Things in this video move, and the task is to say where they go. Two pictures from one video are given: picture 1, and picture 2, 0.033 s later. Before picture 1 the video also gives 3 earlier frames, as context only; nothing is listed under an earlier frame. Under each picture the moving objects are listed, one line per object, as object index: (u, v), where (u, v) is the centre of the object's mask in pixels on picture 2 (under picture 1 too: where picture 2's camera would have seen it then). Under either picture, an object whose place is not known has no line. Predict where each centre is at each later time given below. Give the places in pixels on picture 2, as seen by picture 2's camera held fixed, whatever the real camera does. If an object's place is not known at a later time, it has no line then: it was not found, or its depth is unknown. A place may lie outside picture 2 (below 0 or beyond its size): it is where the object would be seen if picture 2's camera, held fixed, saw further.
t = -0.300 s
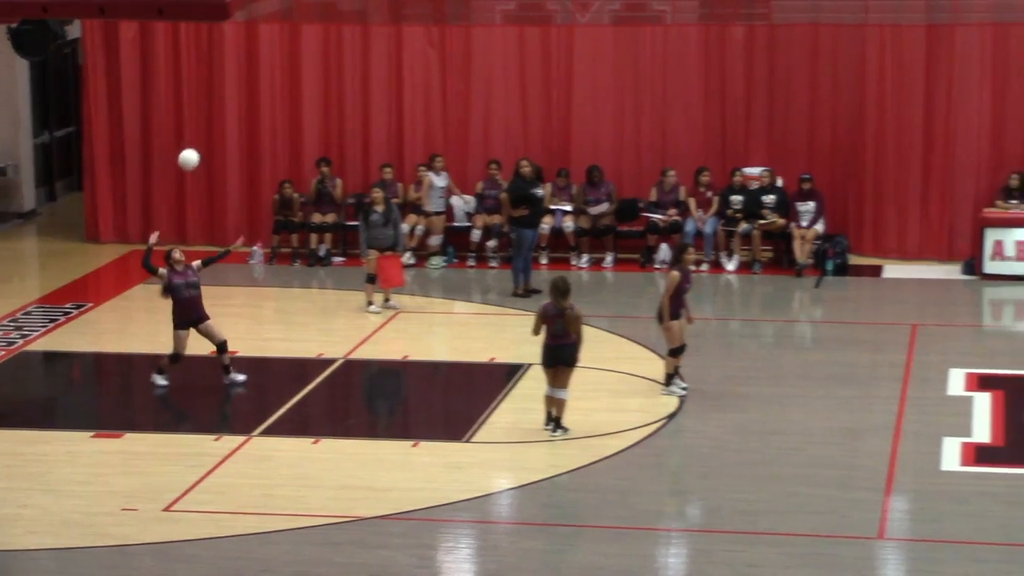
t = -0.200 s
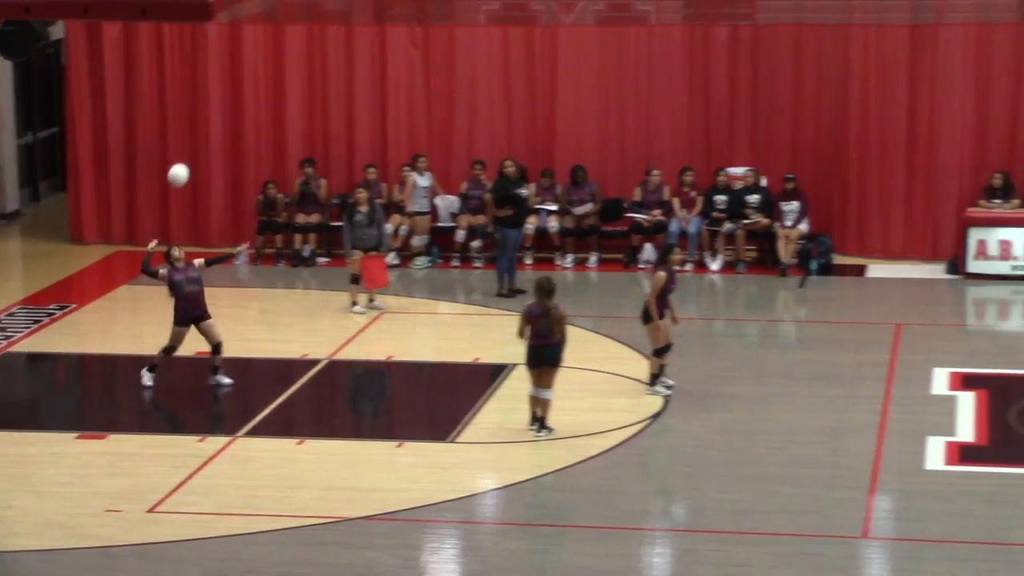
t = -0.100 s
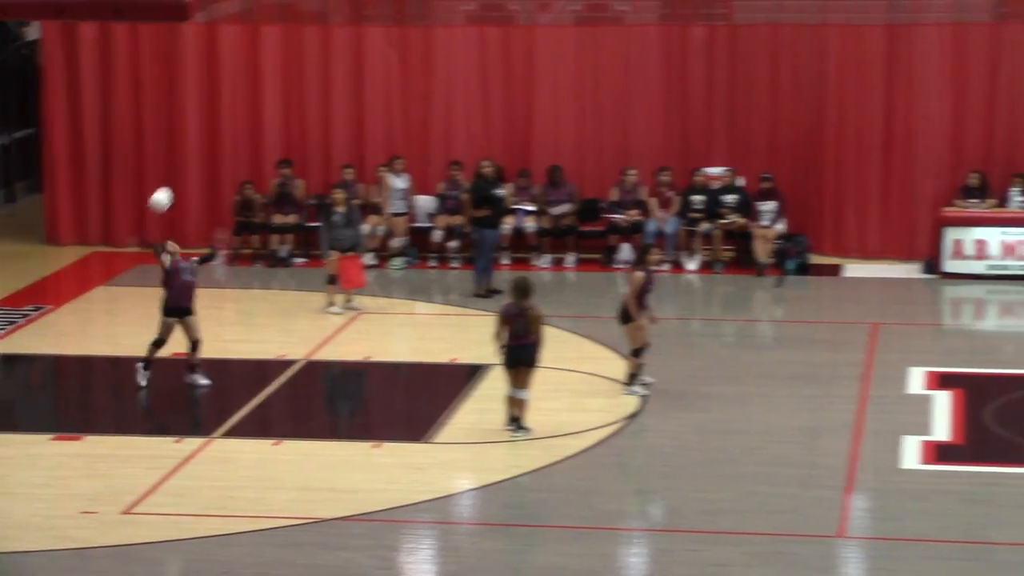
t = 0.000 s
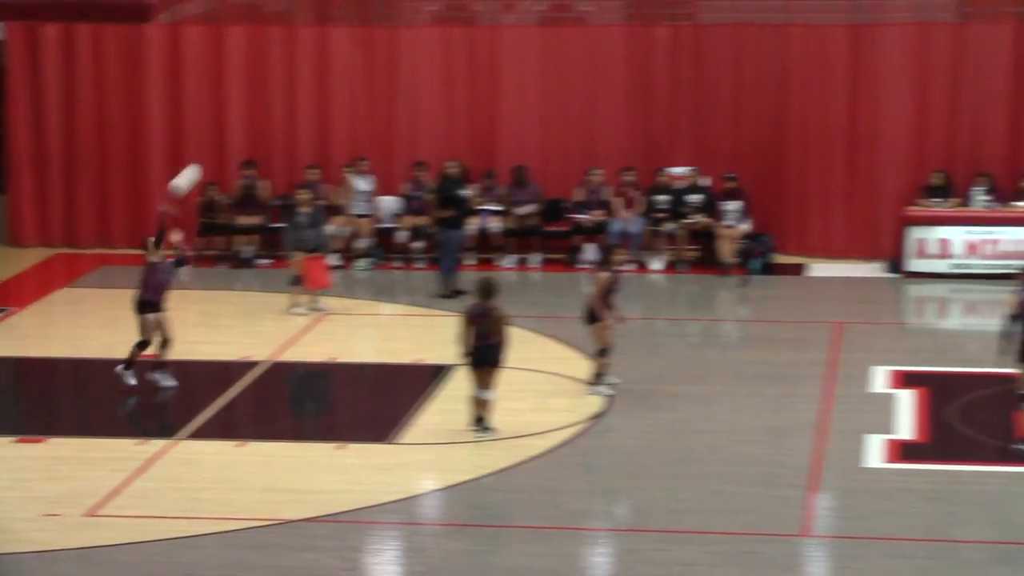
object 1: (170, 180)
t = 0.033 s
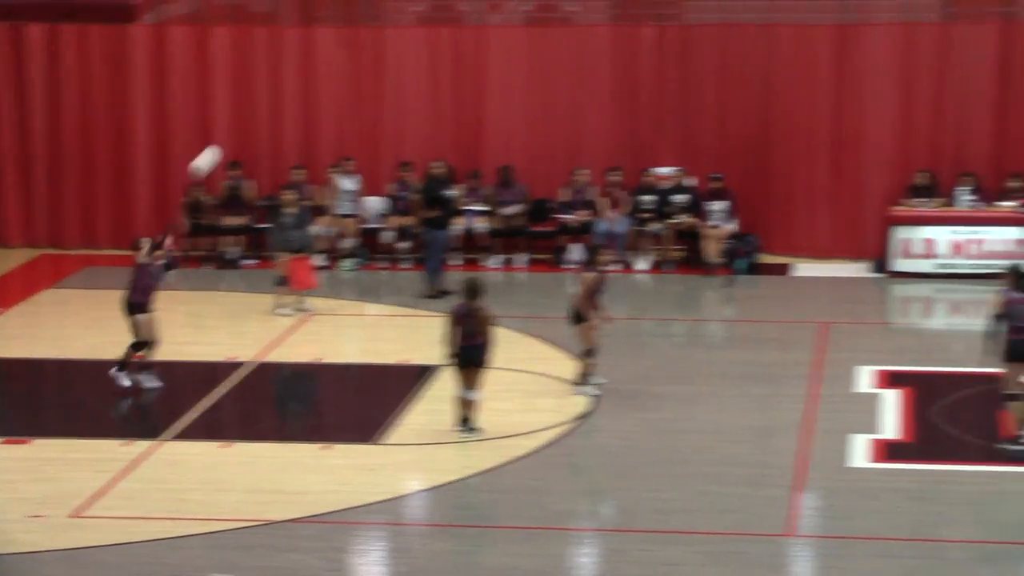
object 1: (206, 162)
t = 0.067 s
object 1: (241, 144)
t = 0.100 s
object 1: (276, 126)
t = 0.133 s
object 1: (312, 109)
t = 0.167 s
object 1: (347, 93)
